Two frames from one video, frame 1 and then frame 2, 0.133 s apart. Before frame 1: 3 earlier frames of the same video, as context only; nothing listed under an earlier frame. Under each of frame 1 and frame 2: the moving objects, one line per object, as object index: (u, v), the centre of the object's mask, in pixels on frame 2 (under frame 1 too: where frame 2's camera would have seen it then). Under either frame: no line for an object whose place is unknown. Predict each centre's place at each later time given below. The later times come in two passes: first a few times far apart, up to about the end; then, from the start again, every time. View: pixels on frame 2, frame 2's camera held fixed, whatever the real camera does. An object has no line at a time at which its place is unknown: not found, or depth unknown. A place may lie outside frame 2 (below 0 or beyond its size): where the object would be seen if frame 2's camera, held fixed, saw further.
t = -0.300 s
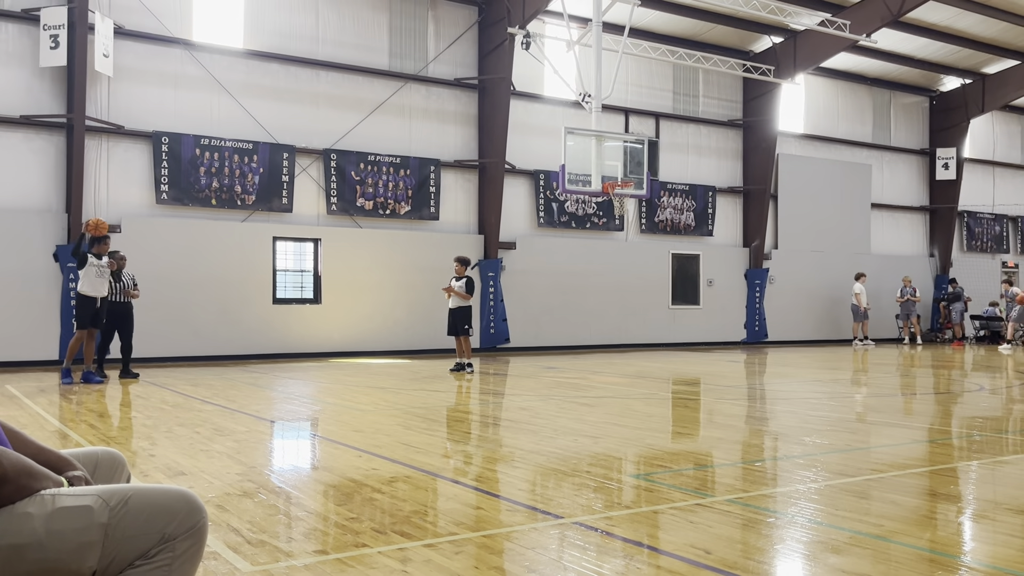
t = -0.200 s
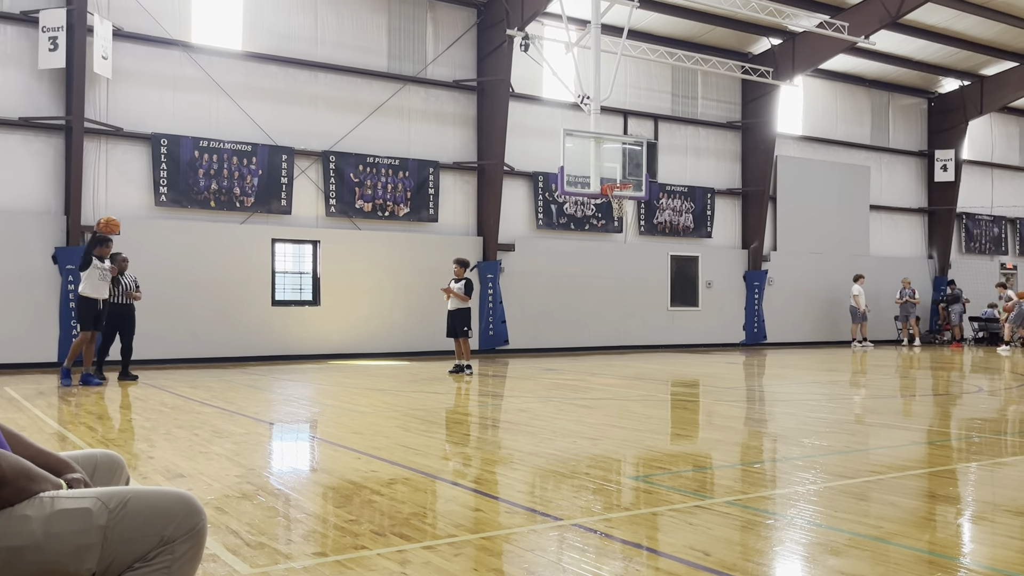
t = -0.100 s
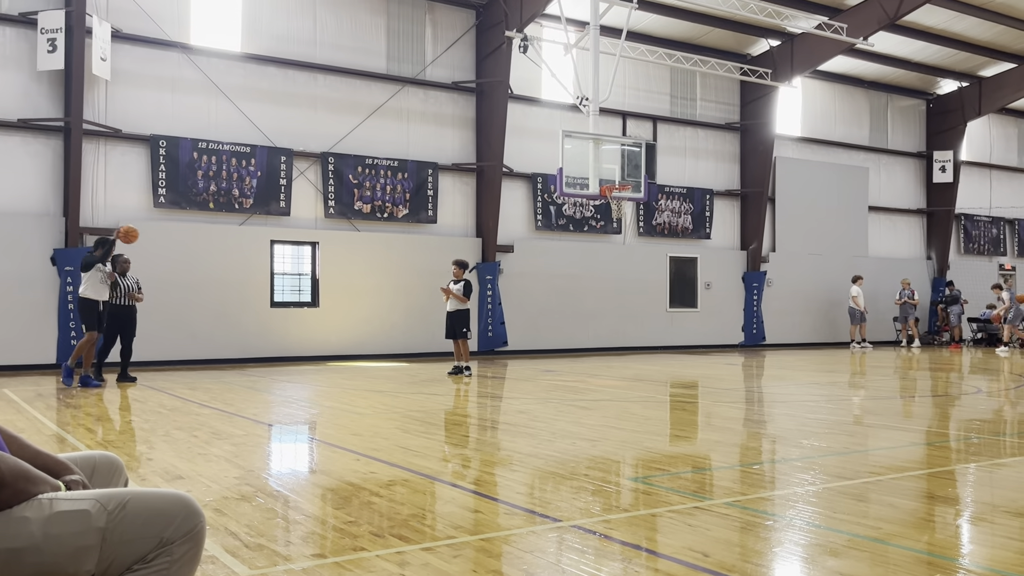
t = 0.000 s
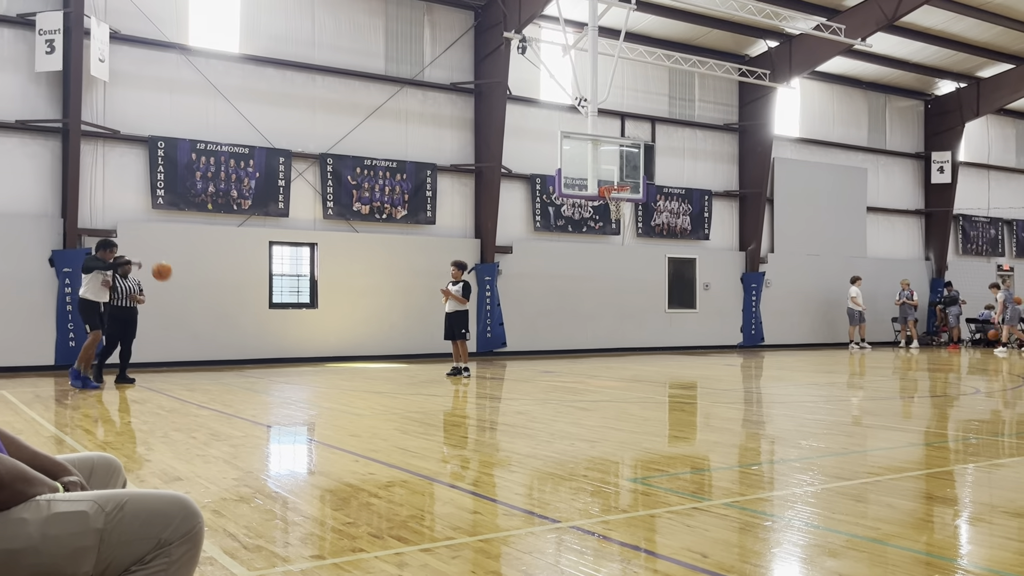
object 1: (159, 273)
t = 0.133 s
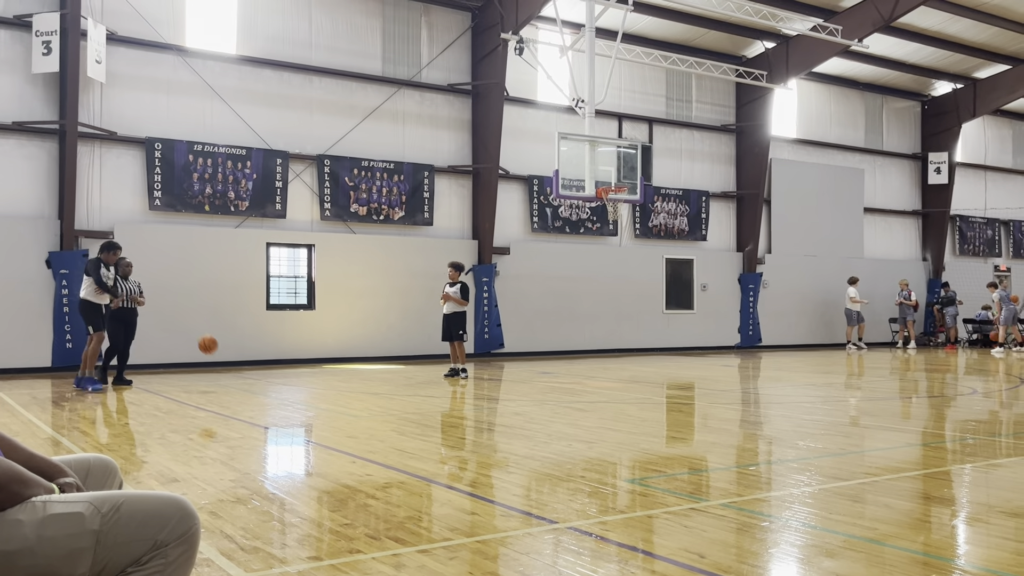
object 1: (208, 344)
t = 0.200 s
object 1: (230, 378)
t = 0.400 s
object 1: (257, 293)
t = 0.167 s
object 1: (220, 364)
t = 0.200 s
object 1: (230, 378)
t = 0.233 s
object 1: (234, 362)
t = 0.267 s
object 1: (239, 346)
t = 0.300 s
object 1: (244, 332)
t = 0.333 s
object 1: (248, 318)
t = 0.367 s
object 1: (252, 305)
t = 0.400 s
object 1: (257, 293)
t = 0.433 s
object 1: (261, 282)
